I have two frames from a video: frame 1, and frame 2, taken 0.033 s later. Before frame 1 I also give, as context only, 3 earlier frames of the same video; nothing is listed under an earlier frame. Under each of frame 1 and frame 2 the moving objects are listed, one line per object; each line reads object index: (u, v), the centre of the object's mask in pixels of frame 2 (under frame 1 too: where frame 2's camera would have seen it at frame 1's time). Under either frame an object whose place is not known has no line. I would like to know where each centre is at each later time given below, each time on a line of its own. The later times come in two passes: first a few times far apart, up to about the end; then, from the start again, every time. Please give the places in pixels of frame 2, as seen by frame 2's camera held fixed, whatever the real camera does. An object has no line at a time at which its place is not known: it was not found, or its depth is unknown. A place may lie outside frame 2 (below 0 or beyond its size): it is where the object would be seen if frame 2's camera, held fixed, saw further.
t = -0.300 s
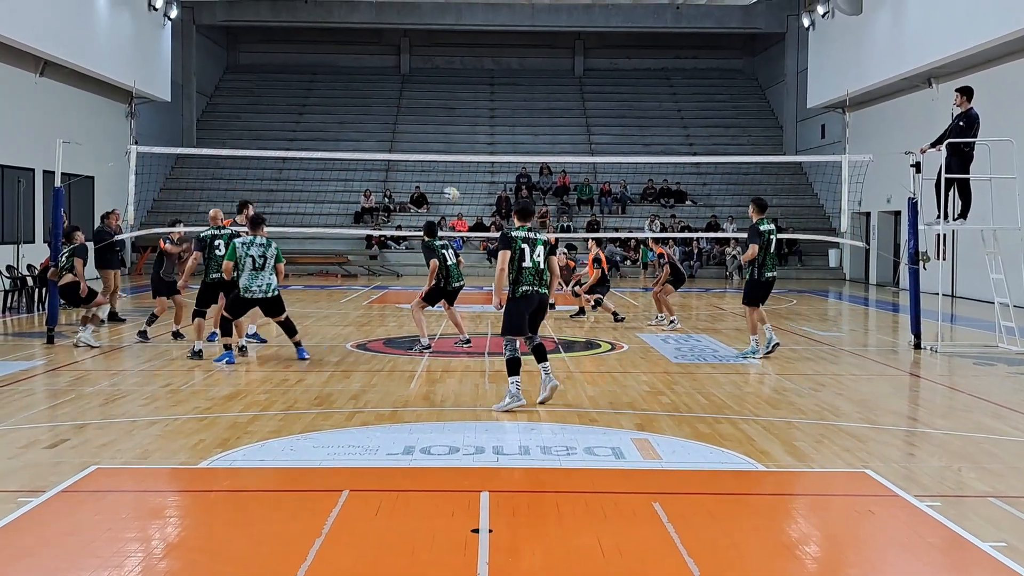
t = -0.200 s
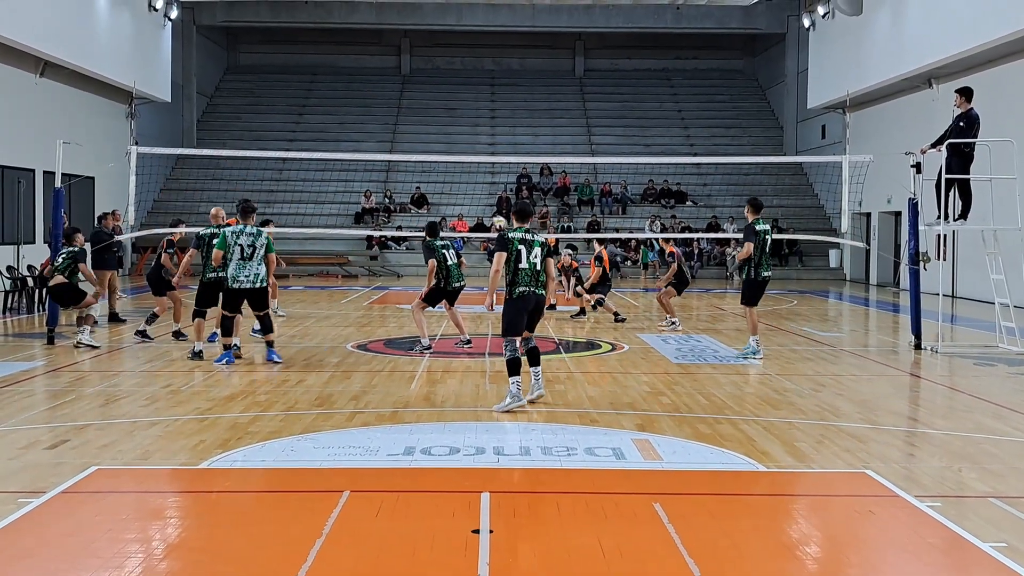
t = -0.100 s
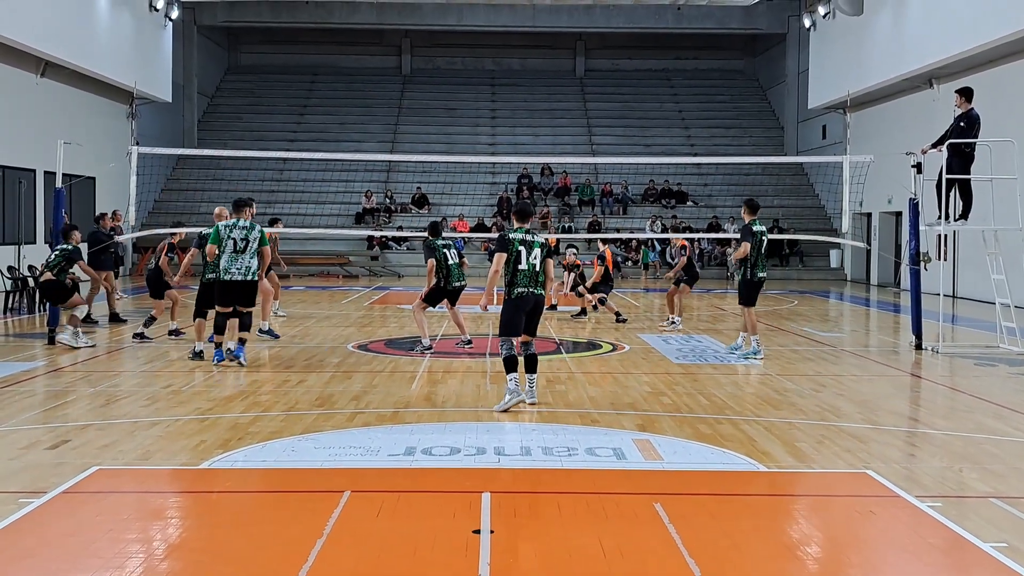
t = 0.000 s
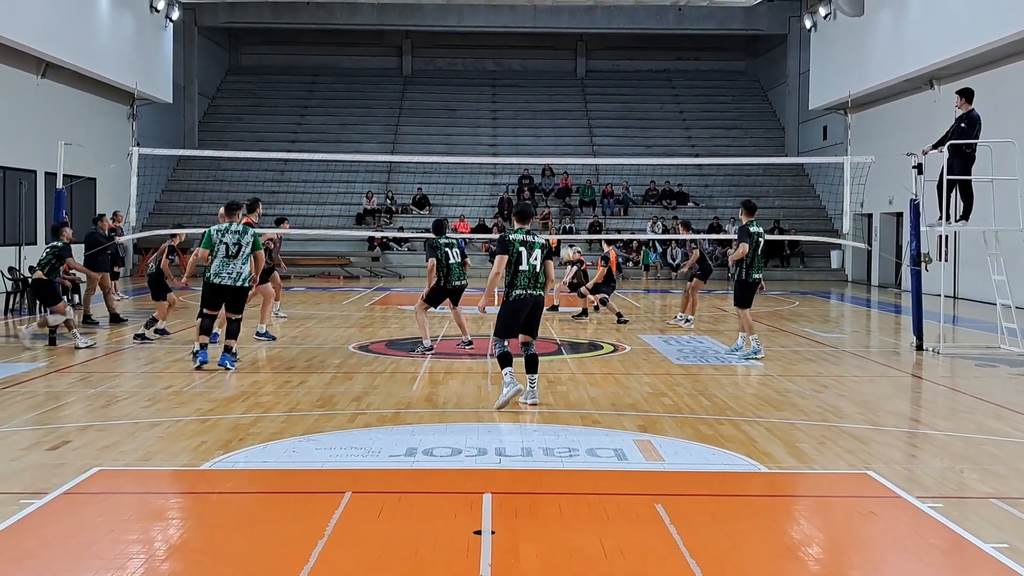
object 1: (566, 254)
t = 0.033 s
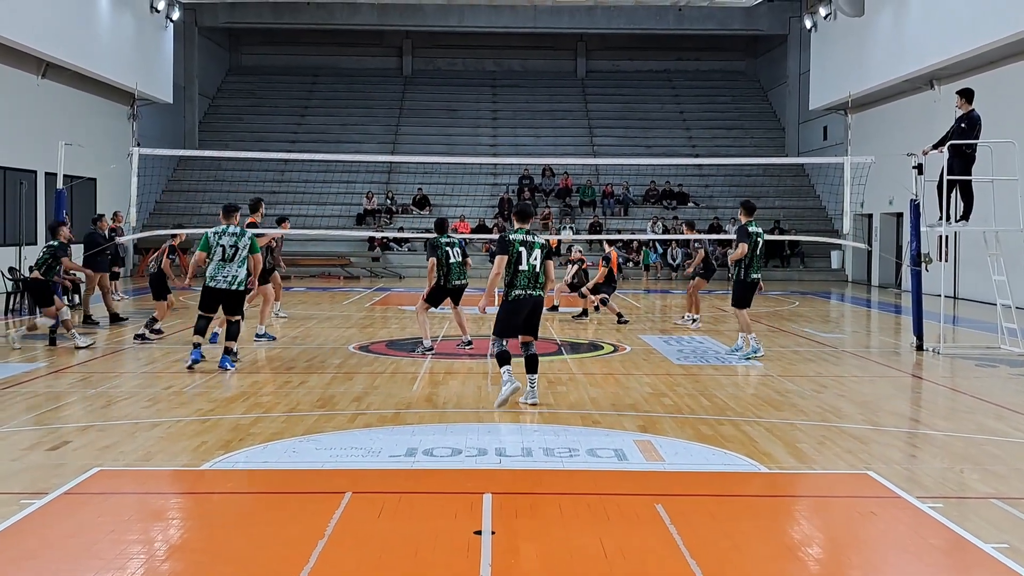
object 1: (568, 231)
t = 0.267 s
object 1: (571, 118)
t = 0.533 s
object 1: (579, 17)
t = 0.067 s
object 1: (567, 217)
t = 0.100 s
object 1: (568, 199)
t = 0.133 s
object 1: (568, 182)
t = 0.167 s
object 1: (569, 167)
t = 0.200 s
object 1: (570, 149)
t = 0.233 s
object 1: (571, 134)
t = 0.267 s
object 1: (571, 118)
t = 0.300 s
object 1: (572, 104)
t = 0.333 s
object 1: (573, 90)
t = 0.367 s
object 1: (574, 76)
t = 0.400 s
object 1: (575, 63)
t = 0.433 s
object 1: (576, 51)
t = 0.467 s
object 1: (577, 39)
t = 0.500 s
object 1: (578, 27)
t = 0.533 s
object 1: (579, 17)
